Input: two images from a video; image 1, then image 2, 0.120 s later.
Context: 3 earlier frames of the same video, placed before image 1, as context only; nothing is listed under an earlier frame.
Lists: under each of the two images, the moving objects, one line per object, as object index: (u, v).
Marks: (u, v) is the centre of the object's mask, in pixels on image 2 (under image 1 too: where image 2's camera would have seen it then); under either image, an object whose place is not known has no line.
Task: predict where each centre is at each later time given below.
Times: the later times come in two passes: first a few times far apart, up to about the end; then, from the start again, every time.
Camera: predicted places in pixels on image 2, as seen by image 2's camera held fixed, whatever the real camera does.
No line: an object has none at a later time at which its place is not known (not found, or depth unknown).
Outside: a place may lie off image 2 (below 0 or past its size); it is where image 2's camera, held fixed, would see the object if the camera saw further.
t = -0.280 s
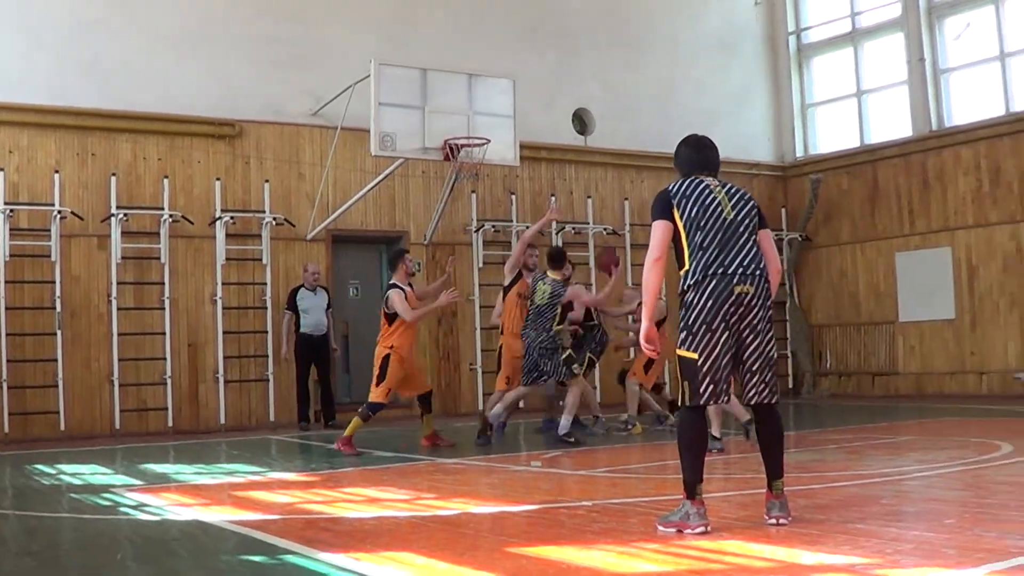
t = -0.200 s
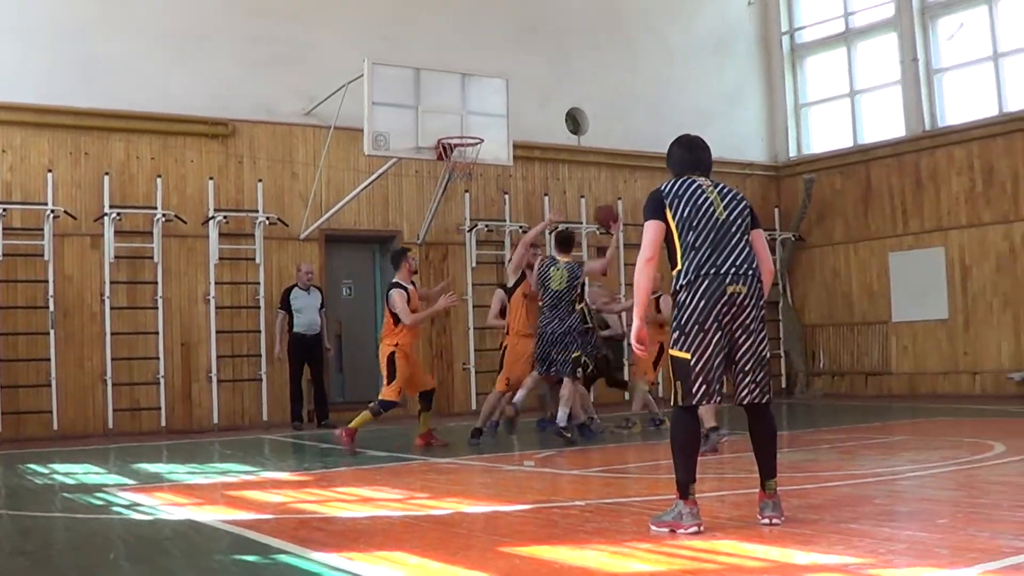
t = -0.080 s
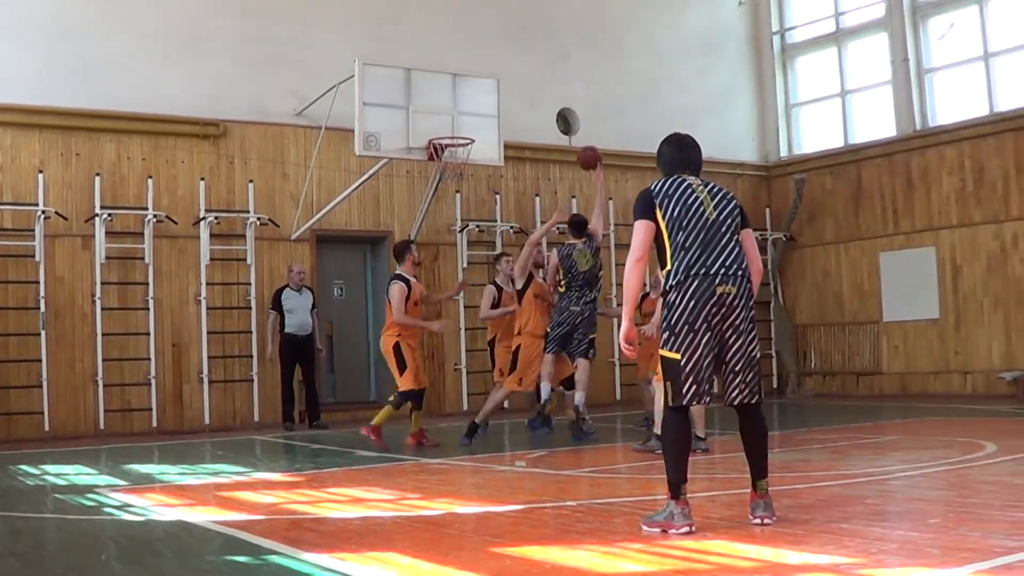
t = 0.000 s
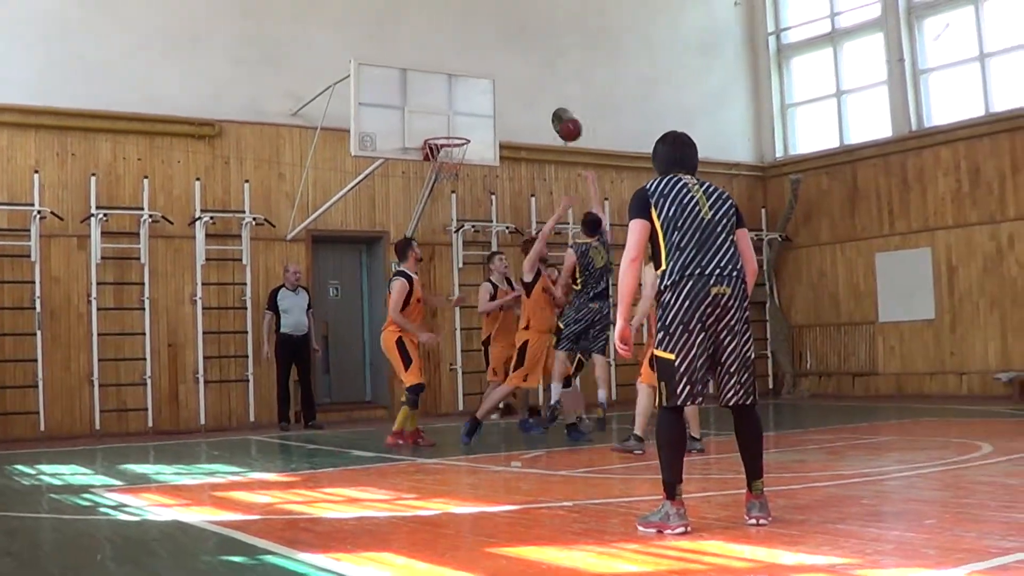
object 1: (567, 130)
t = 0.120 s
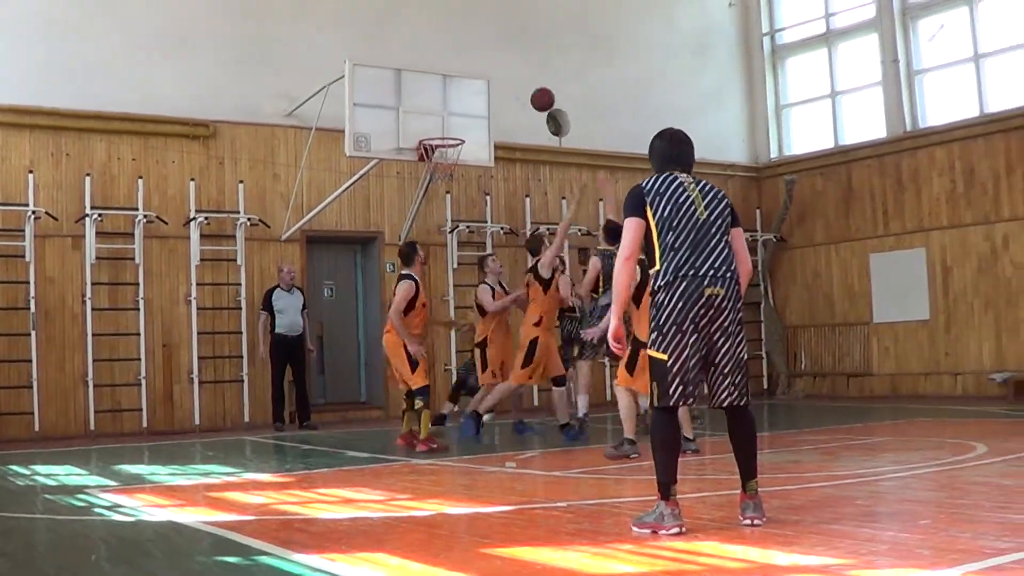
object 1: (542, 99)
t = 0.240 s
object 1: (519, 85)
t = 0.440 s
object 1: (485, 91)
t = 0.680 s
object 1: (458, 139)
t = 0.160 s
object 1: (534, 93)
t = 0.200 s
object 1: (527, 88)
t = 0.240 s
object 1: (519, 85)
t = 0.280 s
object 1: (512, 84)
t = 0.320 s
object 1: (505, 83)
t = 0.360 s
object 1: (498, 84)
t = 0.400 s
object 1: (492, 87)
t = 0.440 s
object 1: (485, 91)
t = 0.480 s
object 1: (479, 97)
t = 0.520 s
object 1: (472, 104)
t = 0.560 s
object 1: (466, 112)
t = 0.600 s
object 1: (460, 122)
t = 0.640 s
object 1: (455, 133)
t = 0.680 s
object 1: (458, 139)
